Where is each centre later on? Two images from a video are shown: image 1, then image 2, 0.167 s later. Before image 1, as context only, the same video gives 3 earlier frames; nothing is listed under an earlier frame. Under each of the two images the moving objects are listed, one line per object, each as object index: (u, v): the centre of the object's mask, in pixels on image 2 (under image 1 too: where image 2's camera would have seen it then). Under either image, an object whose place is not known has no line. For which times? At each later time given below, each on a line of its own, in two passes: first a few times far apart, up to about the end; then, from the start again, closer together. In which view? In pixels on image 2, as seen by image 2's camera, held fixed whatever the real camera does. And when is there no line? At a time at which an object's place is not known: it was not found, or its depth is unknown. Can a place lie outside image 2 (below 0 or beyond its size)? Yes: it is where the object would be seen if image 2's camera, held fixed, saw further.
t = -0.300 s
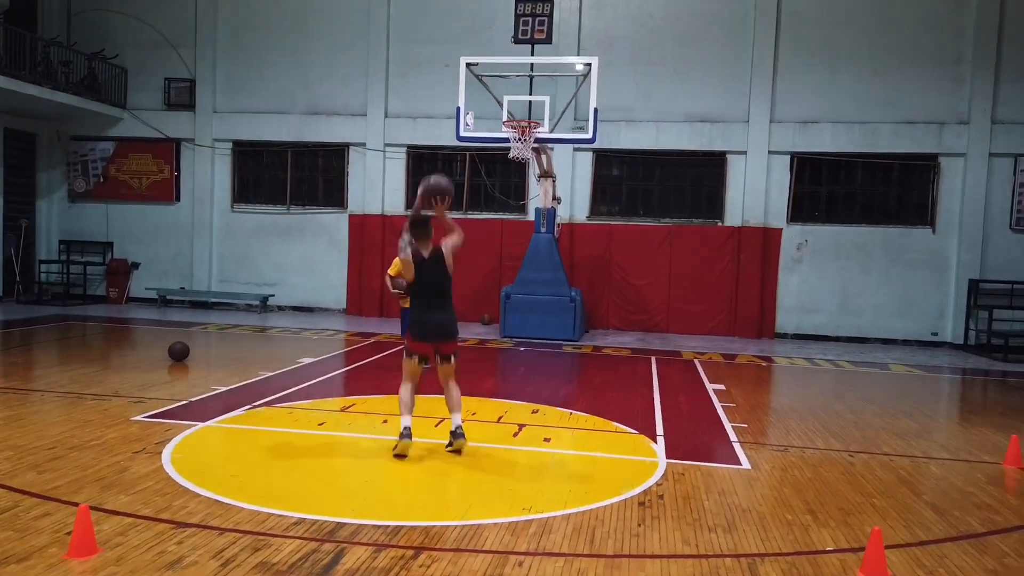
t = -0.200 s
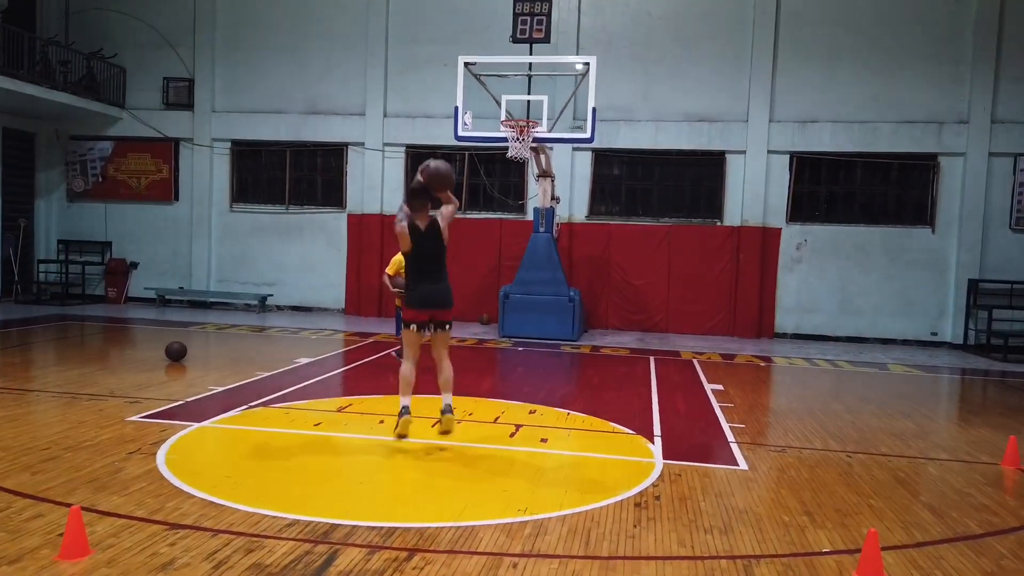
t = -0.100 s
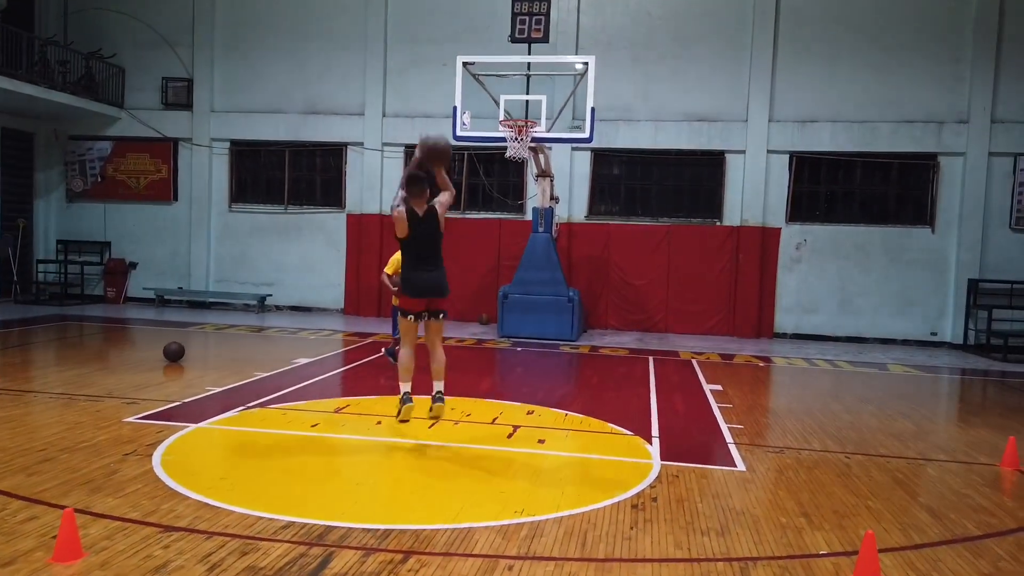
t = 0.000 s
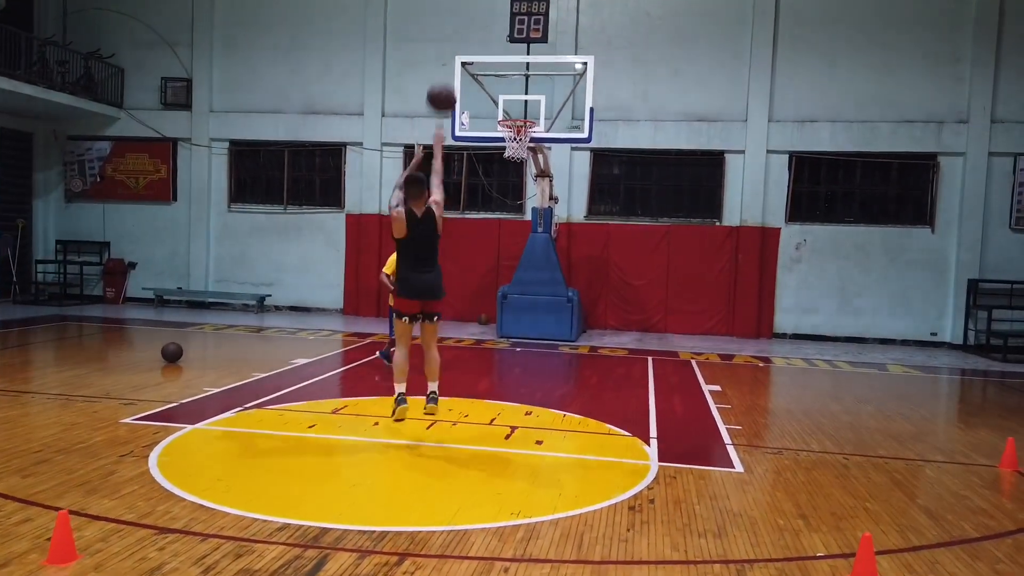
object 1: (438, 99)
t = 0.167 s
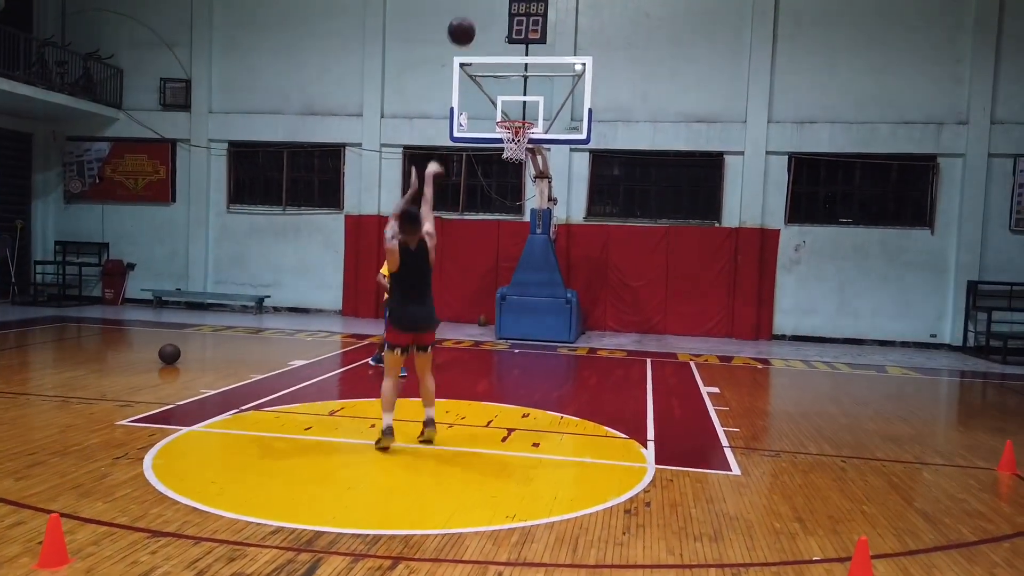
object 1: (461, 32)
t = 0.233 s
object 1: (469, 17)
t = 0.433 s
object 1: (487, 6)
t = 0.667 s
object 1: (500, 42)
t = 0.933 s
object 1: (514, 127)
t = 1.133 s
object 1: (509, 164)
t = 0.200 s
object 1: (465, 23)
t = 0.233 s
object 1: (469, 17)
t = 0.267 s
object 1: (472, 12)
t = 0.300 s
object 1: (475, 9)
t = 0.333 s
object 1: (478, 6)
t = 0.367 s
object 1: (481, 5)
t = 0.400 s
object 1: (484, 5)
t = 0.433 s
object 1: (487, 6)
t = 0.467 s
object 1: (489, 8)
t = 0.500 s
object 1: (492, 11)
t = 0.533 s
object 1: (494, 15)
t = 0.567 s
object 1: (496, 20)
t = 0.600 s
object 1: (497, 27)
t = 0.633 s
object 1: (498, 34)
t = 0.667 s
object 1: (500, 42)
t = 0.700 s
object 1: (503, 50)
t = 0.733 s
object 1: (505, 59)
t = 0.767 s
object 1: (506, 69)
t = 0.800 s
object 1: (507, 79)
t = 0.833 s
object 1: (509, 90)
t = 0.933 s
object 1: (514, 127)
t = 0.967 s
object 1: (515, 132)
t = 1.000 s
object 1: (516, 132)
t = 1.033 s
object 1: (511, 149)
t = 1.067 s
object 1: (511, 151)
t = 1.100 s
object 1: (510, 157)
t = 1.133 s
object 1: (509, 164)
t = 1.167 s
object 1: (509, 171)
